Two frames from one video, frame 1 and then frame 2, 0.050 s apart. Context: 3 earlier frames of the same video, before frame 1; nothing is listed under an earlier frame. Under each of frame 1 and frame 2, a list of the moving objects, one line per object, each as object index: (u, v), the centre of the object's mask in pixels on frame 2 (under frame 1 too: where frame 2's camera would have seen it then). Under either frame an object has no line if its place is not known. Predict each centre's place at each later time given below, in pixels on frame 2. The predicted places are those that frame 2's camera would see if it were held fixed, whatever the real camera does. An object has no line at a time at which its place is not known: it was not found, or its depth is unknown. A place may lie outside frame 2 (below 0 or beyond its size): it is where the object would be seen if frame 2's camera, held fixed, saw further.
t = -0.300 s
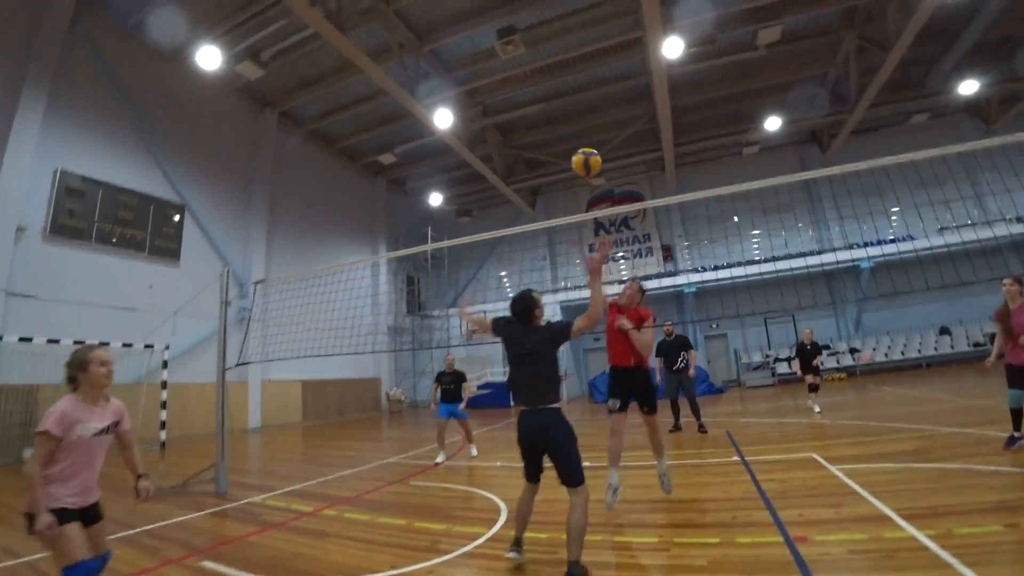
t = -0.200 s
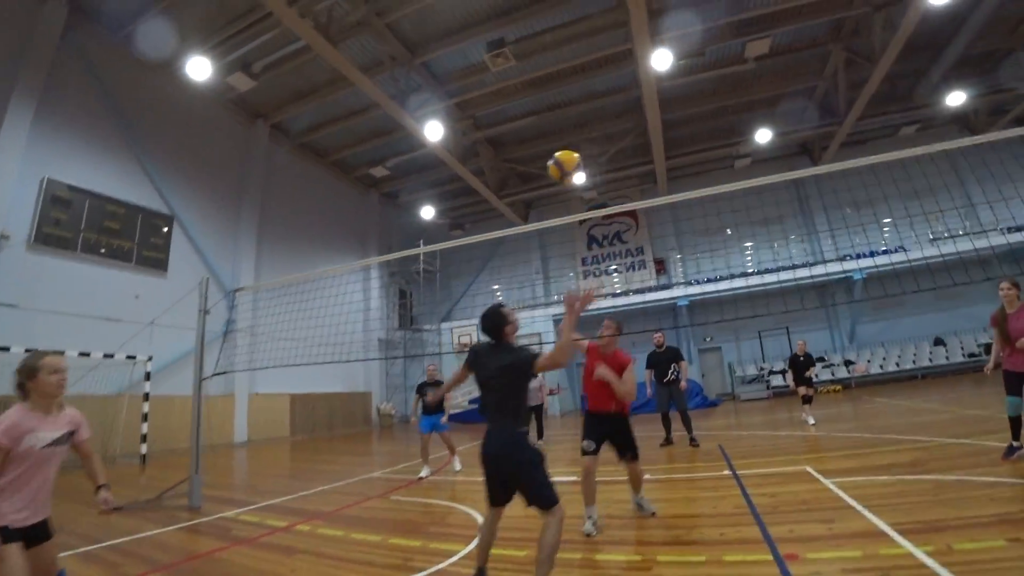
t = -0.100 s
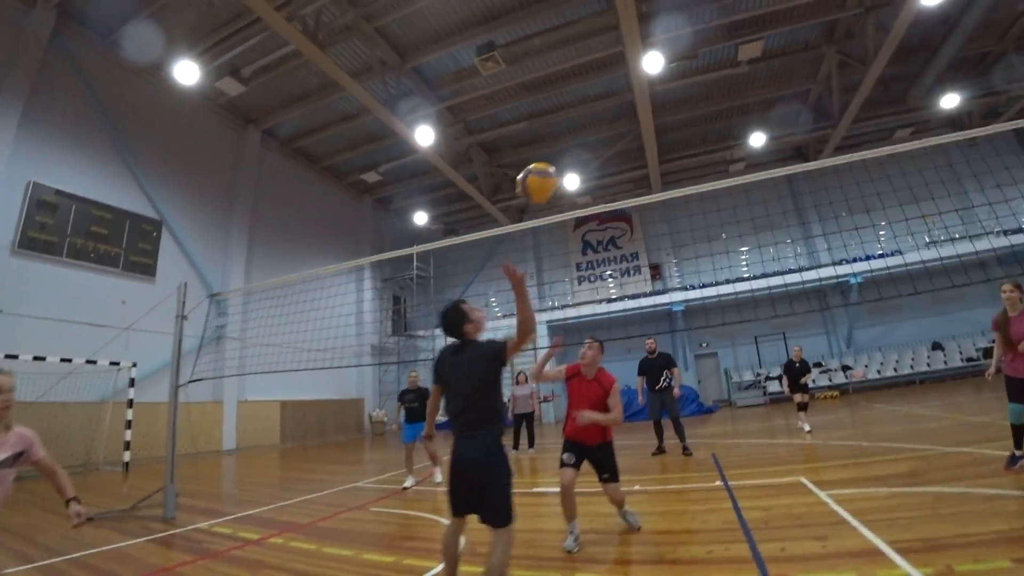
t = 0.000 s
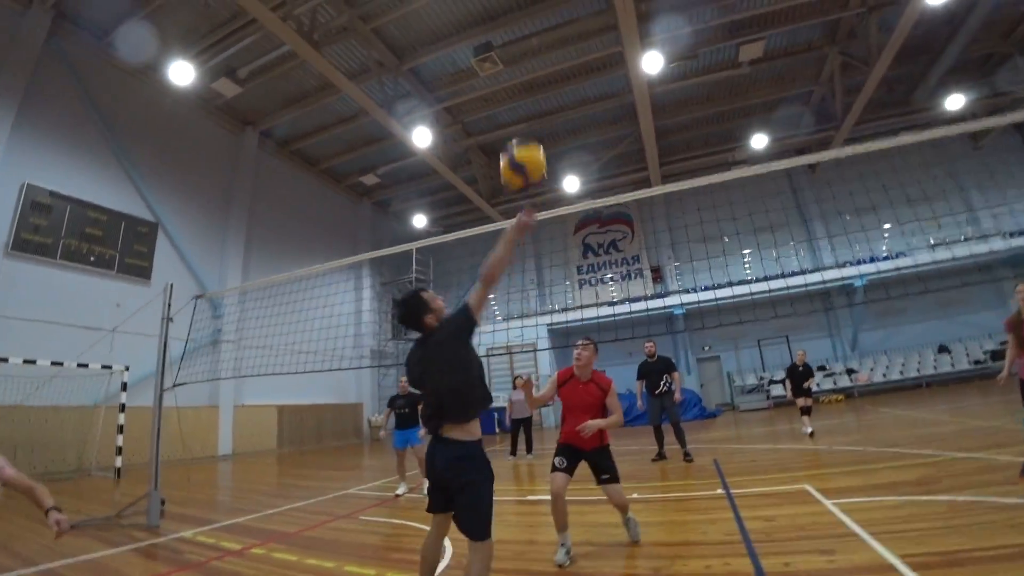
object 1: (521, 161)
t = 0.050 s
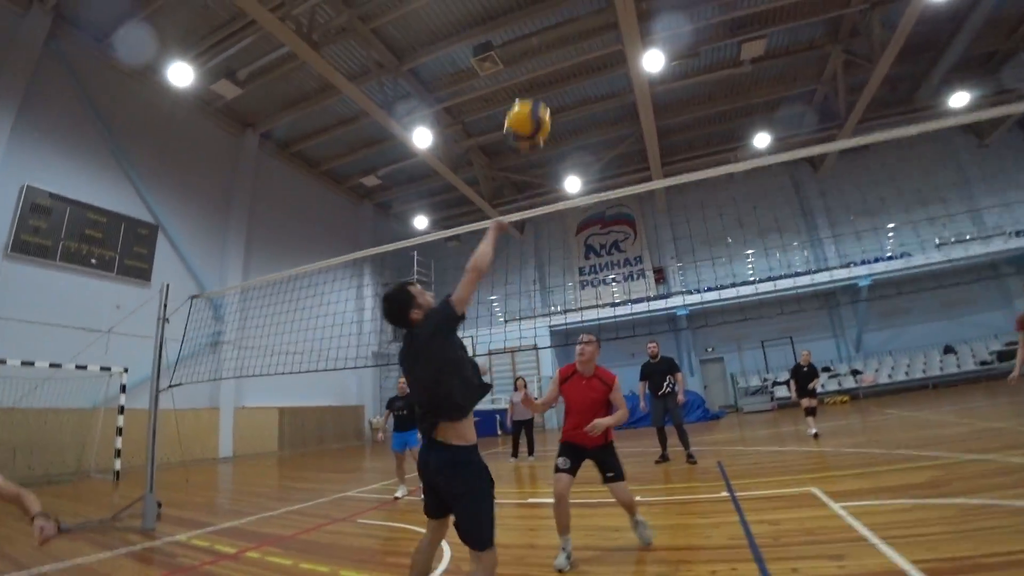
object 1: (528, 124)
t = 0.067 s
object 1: (530, 111)
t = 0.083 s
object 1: (531, 101)
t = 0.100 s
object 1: (535, 90)
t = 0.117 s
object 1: (539, 79)
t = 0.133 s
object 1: (541, 71)
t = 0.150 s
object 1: (544, 62)
